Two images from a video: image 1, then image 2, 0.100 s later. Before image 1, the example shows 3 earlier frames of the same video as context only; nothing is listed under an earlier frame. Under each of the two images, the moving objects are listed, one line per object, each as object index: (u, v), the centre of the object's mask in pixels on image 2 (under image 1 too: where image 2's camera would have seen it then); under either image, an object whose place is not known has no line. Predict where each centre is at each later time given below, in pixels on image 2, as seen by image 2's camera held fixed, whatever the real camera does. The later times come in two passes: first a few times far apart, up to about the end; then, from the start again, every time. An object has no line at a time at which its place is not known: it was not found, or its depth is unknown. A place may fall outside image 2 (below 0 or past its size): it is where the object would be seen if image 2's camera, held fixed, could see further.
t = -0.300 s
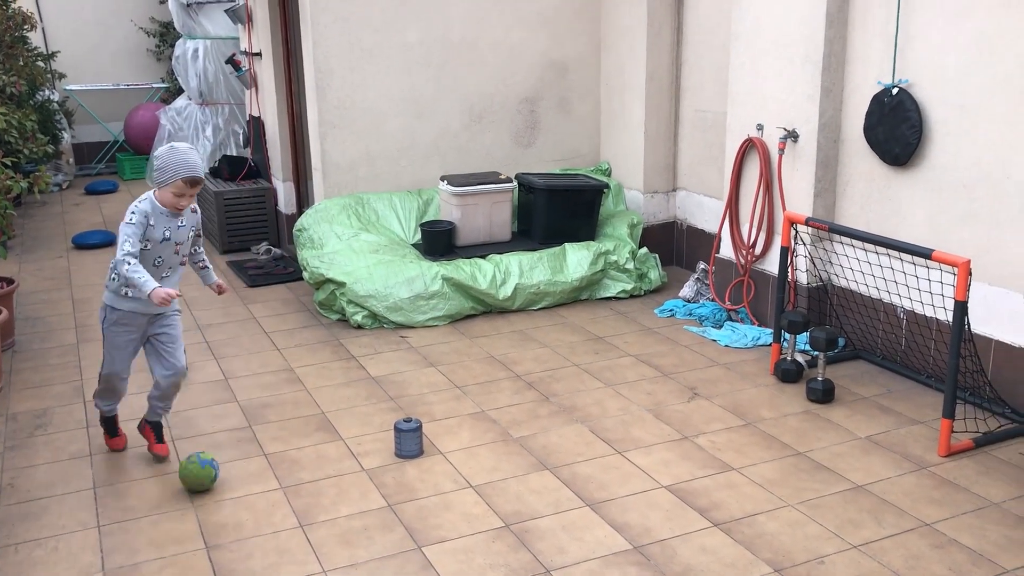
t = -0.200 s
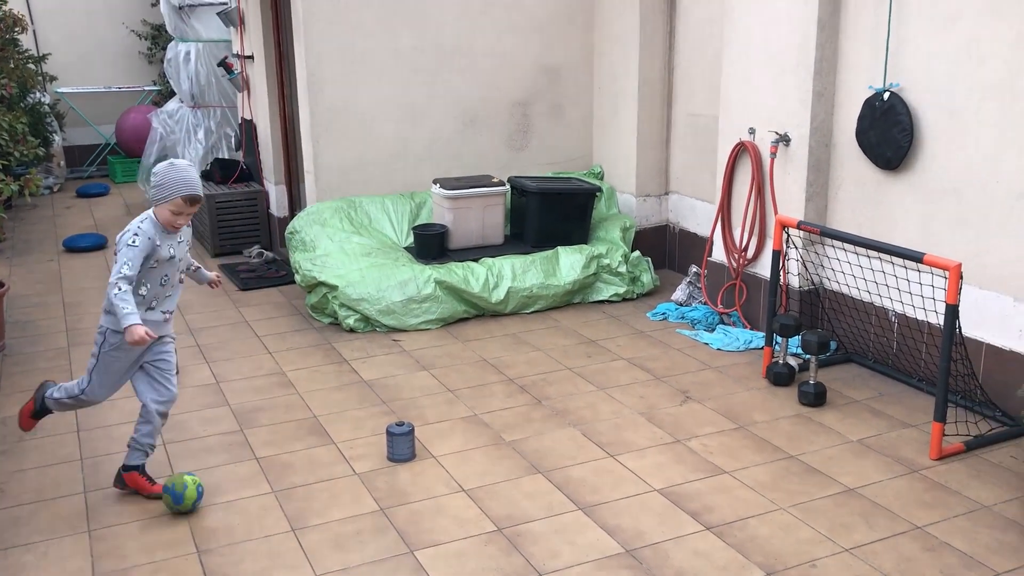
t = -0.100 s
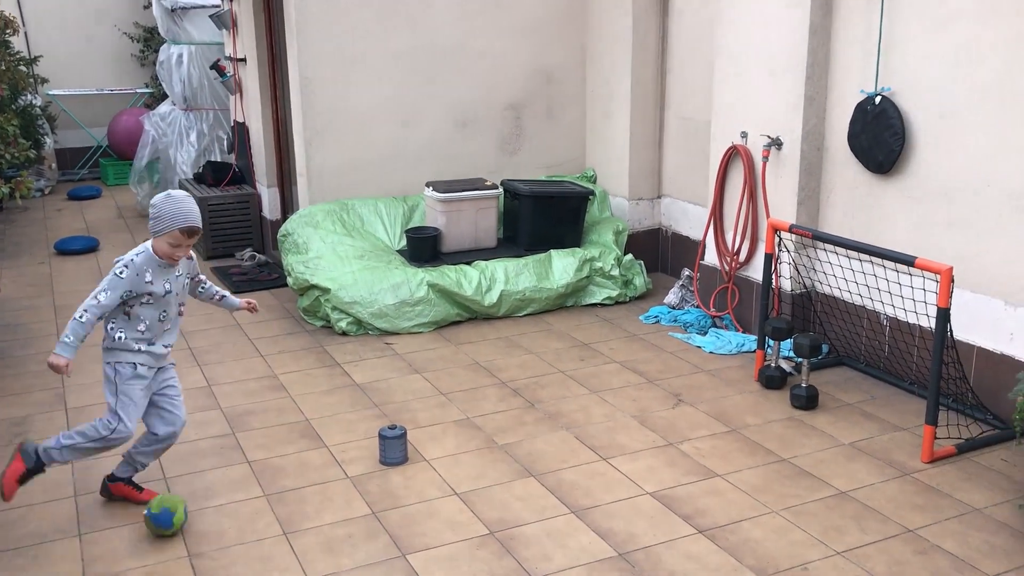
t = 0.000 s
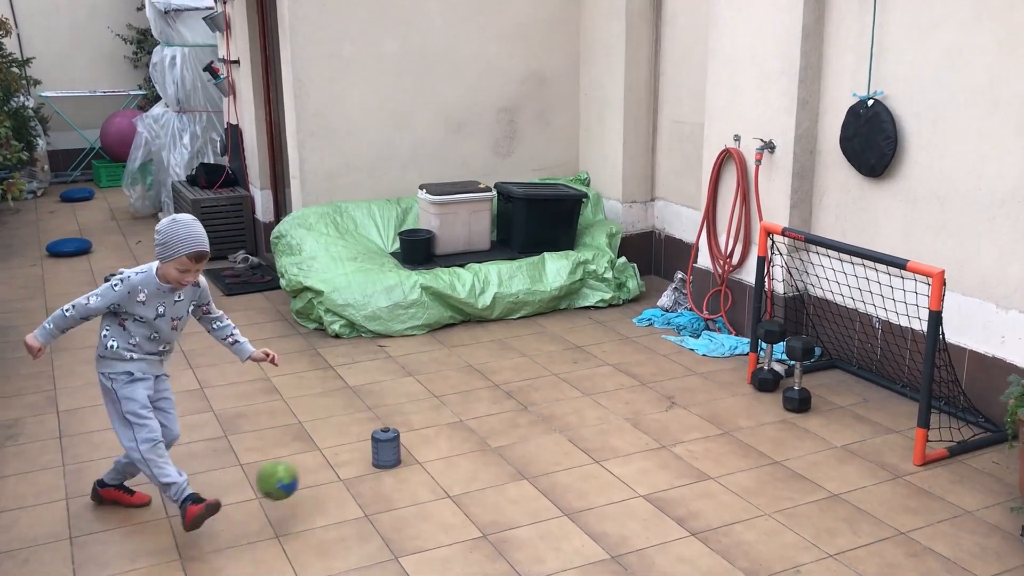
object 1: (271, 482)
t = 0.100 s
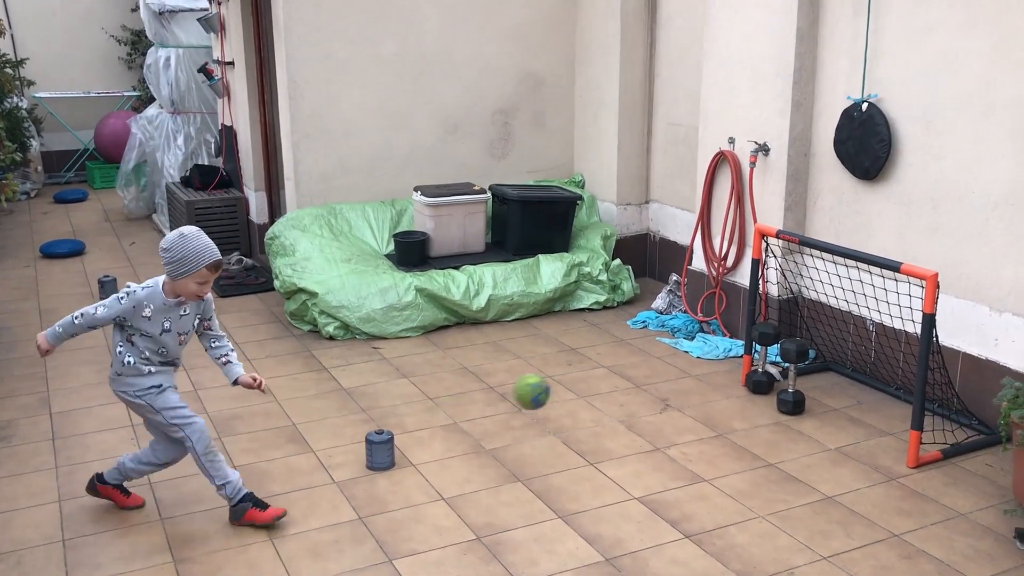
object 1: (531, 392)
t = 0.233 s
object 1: (775, 332)
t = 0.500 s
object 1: (636, 93)
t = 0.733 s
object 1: (537, 32)
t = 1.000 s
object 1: (449, 108)
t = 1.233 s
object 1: (401, 227)
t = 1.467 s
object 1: (405, 220)
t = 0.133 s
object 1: (605, 372)
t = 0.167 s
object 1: (673, 357)
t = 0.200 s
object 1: (737, 345)
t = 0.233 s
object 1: (775, 332)
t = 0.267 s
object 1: (756, 292)
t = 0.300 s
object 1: (737, 255)
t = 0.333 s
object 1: (720, 220)
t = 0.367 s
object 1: (703, 189)
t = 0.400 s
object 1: (686, 161)
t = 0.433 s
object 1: (669, 135)
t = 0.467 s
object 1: (652, 112)
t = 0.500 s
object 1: (636, 93)
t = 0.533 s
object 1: (621, 76)
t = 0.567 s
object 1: (606, 62)
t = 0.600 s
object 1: (591, 51)
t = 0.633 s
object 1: (577, 42)
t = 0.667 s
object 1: (563, 36)
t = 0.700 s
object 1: (550, 33)
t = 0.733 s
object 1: (537, 32)
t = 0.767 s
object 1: (525, 35)
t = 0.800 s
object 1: (513, 38)
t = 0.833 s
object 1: (501, 45)
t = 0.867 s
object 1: (490, 54)
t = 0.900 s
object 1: (479, 65)
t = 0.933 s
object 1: (469, 77)
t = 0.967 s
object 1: (458, 92)
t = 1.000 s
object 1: (449, 108)
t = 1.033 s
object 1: (440, 126)
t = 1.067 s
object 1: (431, 145)
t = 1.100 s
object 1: (423, 166)
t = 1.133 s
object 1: (414, 187)
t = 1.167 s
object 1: (406, 211)
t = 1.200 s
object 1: (400, 230)
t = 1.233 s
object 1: (401, 227)
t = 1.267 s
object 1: (402, 223)
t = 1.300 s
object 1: (403, 220)
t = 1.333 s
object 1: (403, 218)
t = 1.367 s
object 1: (403, 218)
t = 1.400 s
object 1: (403, 218)
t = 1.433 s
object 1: (403, 219)
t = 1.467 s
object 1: (405, 220)
